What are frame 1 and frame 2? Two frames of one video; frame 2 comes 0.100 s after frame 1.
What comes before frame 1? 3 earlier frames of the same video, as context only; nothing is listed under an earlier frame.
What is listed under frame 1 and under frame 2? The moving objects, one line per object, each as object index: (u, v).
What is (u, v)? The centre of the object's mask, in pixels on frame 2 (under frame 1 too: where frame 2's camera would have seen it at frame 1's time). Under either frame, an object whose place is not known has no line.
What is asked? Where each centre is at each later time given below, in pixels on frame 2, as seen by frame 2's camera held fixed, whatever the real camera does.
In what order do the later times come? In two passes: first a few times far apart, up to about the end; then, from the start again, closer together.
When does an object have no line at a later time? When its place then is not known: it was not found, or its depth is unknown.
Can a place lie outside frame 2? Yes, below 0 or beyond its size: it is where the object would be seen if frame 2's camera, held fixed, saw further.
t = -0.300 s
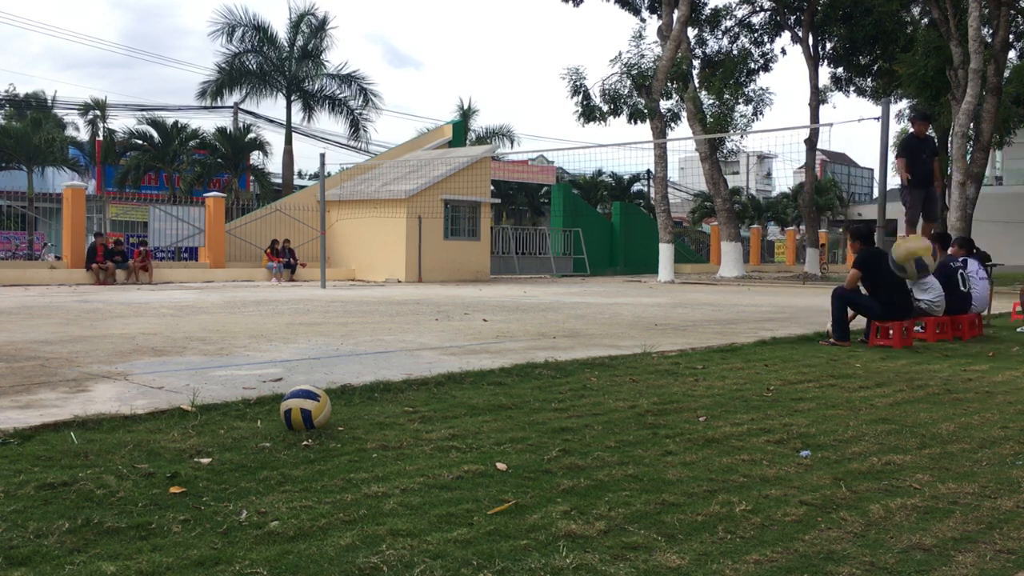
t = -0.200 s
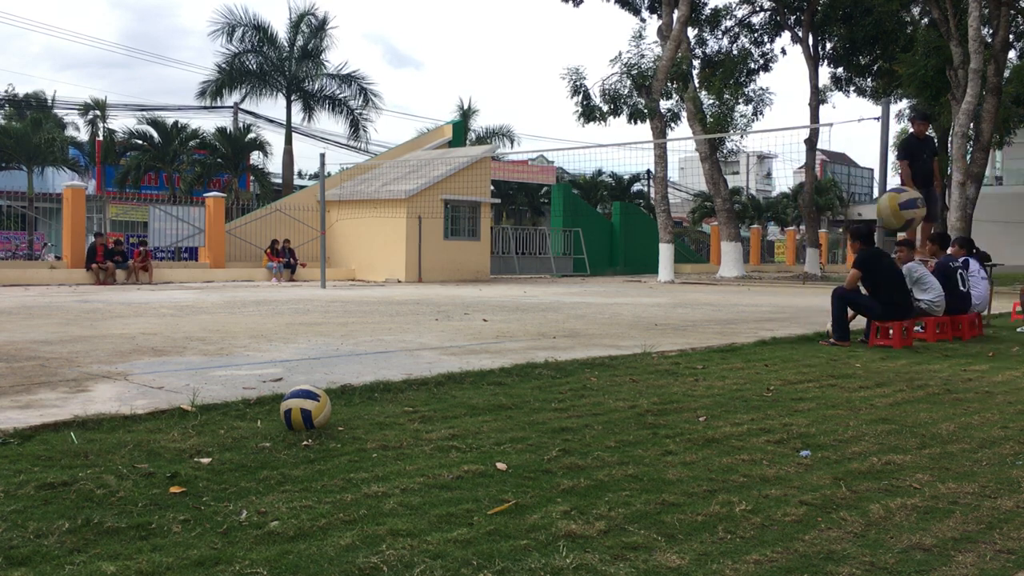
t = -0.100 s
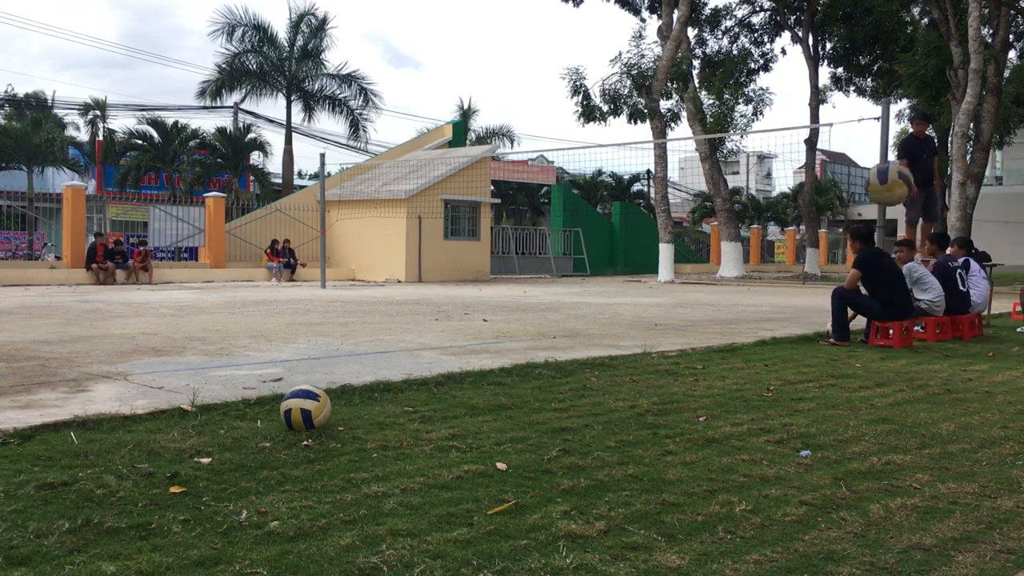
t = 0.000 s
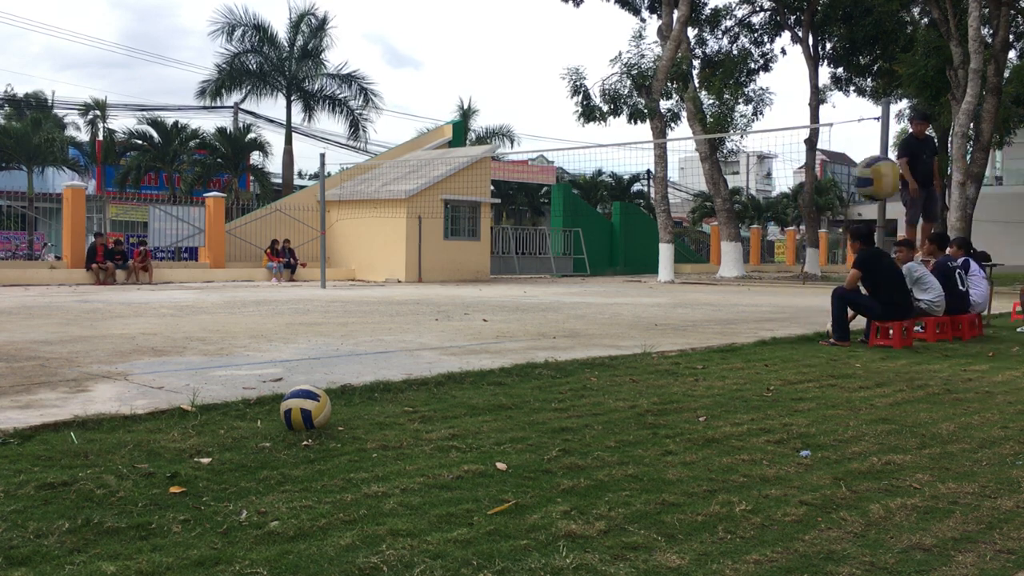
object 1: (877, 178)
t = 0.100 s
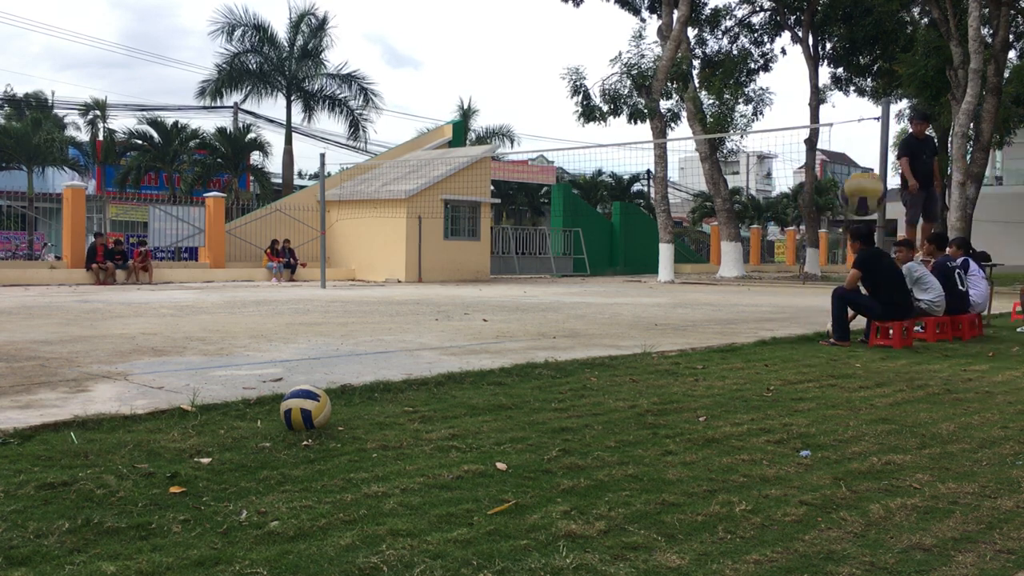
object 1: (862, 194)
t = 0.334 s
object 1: (831, 314)
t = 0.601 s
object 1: (762, 333)
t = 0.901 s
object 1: (662, 329)
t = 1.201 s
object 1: (570, 357)
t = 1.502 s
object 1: (494, 364)
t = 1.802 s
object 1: (430, 374)
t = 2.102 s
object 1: (385, 363)
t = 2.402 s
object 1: (352, 364)
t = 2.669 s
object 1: (324, 363)
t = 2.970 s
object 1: (296, 362)
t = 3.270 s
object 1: (273, 361)
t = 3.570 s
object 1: (251, 360)
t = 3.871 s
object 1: (228, 359)
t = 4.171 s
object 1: (209, 359)
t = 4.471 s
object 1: (196, 360)
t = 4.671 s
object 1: (188, 360)
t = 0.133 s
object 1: (858, 204)
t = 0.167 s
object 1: (854, 216)
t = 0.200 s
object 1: (849, 230)
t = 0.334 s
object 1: (831, 314)
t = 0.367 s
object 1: (826, 340)
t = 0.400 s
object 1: (822, 369)
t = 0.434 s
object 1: (818, 399)
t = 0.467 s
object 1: (809, 396)
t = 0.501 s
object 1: (798, 377)
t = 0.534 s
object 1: (786, 360)
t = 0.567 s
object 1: (774, 346)
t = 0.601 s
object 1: (762, 333)
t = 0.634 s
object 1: (751, 324)
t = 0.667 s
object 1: (739, 317)
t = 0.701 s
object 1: (728, 311)
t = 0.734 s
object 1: (717, 308)
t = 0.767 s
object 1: (705, 308)
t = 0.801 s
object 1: (694, 310)
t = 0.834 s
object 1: (683, 314)
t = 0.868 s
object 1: (672, 320)
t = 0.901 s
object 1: (662, 329)
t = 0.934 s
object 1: (651, 339)
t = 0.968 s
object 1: (641, 351)
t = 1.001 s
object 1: (631, 366)
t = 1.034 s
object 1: (620, 381)
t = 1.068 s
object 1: (611, 382)
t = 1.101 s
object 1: (601, 373)
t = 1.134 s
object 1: (591, 366)
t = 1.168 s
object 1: (581, 360)
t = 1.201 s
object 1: (570, 357)
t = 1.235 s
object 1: (560, 357)
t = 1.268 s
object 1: (551, 358)
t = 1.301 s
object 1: (541, 362)
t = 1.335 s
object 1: (532, 368)
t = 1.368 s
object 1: (523, 376)
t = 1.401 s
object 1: (514, 380)
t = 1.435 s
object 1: (507, 373)
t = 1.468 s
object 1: (500, 368)
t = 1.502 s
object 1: (494, 364)
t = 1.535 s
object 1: (487, 363)
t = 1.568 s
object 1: (480, 363)
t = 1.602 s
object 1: (473, 365)
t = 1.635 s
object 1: (466, 371)
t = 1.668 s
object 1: (459, 376)
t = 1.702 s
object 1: (452, 374)
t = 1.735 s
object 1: (444, 373)
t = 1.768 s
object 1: (436, 373)
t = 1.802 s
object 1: (430, 374)
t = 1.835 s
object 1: (423, 373)
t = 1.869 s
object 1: (416, 373)
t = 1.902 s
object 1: (410, 372)
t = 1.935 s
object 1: (404, 371)
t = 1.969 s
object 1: (398, 370)
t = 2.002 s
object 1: (395, 366)
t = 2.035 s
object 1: (392, 363)
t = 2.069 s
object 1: (389, 363)
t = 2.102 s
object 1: (385, 363)
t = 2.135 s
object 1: (382, 364)
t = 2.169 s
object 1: (379, 363)
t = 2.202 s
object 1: (375, 363)
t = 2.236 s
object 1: (372, 364)
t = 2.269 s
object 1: (368, 363)
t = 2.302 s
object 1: (364, 363)
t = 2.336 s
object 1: (360, 363)
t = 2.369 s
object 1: (356, 363)
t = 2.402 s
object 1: (352, 364)
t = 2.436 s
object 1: (348, 364)
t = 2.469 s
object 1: (345, 363)
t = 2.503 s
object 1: (341, 363)
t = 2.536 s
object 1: (338, 363)
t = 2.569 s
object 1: (334, 363)
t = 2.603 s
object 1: (331, 363)
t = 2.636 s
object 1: (327, 363)
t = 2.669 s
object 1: (324, 363)
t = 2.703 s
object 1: (320, 363)
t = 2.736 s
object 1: (317, 363)
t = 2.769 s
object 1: (314, 362)
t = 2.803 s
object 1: (311, 362)
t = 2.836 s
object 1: (308, 362)
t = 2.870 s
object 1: (305, 362)
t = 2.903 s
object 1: (302, 362)
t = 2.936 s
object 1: (299, 362)
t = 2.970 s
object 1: (296, 362)
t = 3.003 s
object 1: (294, 362)
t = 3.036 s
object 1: (291, 362)
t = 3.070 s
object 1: (288, 362)
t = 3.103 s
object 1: (285, 362)
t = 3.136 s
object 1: (283, 361)
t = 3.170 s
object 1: (280, 361)
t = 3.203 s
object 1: (278, 361)
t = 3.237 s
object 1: (276, 361)
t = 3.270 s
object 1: (273, 361)
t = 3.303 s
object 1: (271, 361)
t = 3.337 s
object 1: (268, 361)
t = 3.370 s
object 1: (266, 361)
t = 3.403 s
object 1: (264, 361)
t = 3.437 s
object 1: (261, 361)
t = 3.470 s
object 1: (259, 360)
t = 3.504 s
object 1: (256, 360)
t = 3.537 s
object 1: (253, 360)
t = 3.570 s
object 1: (251, 360)
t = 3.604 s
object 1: (248, 360)
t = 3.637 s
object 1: (245, 360)
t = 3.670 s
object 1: (243, 360)
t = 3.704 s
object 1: (240, 360)
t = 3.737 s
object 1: (237, 360)
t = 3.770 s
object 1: (235, 360)
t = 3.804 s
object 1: (233, 360)
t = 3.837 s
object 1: (230, 360)
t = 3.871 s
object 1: (228, 359)
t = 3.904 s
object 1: (226, 359)
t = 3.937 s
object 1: (224, 359)
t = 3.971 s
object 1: (221, 359)
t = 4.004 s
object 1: (219, 359)
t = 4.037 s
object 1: (217, 359)
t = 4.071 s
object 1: (215, 359)
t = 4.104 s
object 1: (213, 359)
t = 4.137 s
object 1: (211, 359)
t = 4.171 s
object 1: (209, 359)
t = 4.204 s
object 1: (207, 359)
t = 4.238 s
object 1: (205, 359)
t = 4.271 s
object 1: (204, 359)
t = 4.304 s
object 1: (202, 359)
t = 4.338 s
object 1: (201, 359)
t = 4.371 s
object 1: (200, 360)
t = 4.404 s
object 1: (198, 359)
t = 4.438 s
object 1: (197, 359)
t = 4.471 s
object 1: (196, 360)
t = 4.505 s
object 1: (195, 360)
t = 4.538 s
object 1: (193, 360)
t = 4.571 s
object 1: (192, 360)
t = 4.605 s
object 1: (191, 360)
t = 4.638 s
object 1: (190, 360)
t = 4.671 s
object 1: (188, 360)
